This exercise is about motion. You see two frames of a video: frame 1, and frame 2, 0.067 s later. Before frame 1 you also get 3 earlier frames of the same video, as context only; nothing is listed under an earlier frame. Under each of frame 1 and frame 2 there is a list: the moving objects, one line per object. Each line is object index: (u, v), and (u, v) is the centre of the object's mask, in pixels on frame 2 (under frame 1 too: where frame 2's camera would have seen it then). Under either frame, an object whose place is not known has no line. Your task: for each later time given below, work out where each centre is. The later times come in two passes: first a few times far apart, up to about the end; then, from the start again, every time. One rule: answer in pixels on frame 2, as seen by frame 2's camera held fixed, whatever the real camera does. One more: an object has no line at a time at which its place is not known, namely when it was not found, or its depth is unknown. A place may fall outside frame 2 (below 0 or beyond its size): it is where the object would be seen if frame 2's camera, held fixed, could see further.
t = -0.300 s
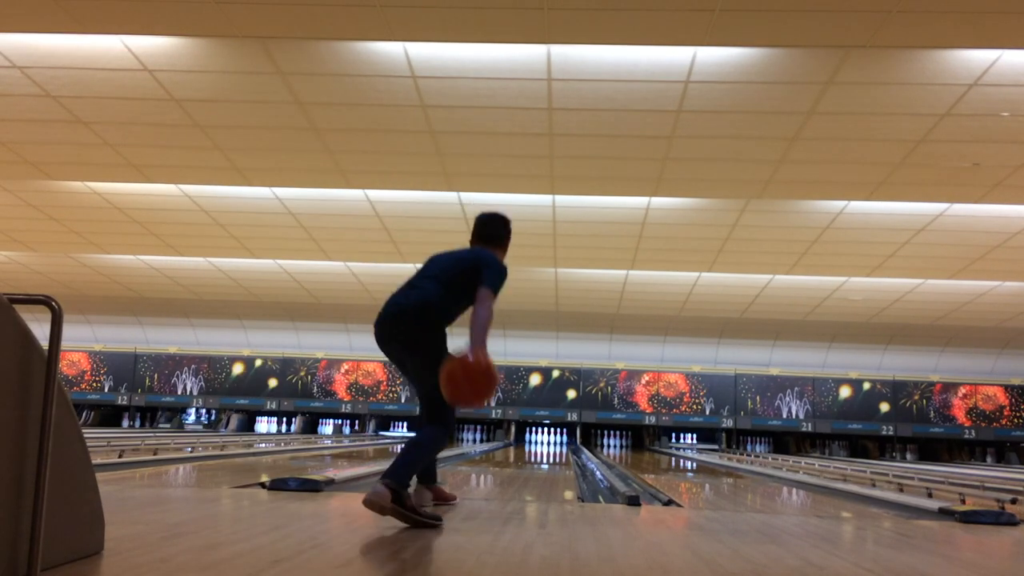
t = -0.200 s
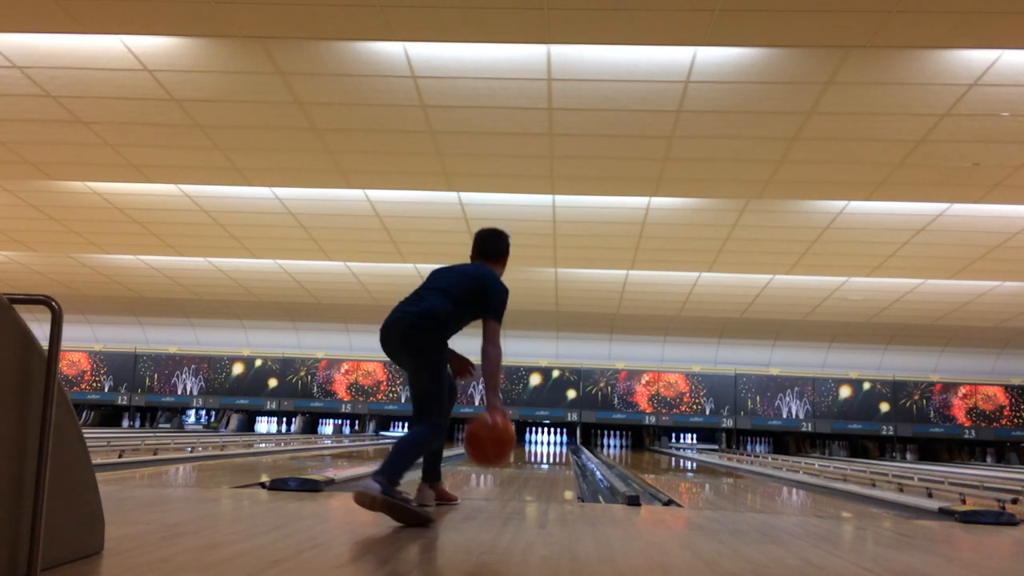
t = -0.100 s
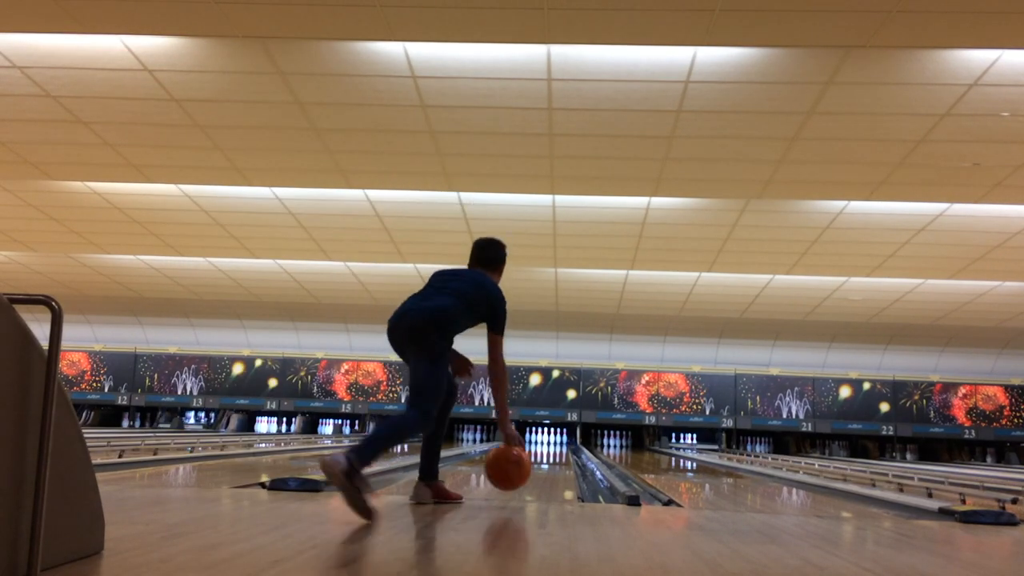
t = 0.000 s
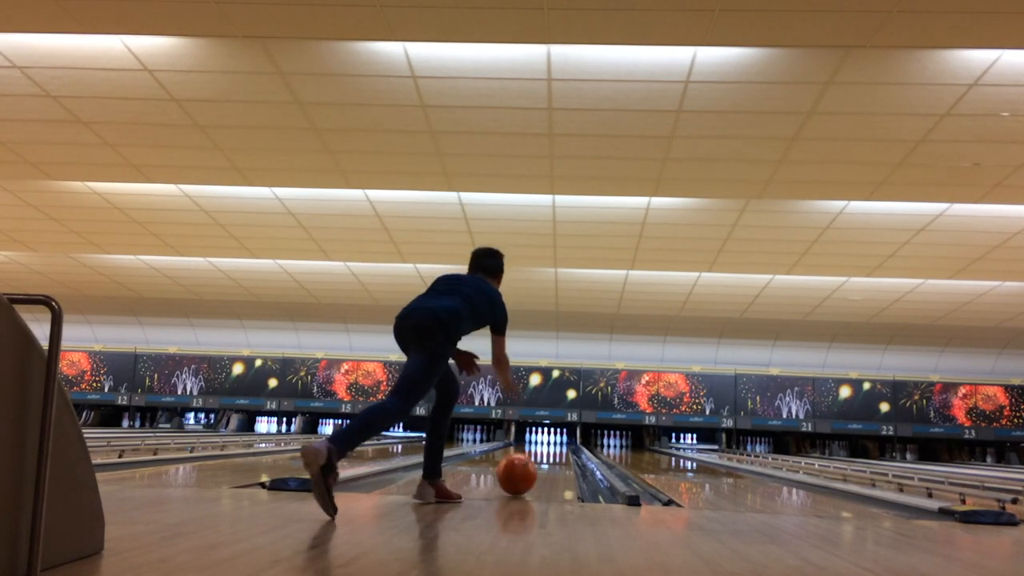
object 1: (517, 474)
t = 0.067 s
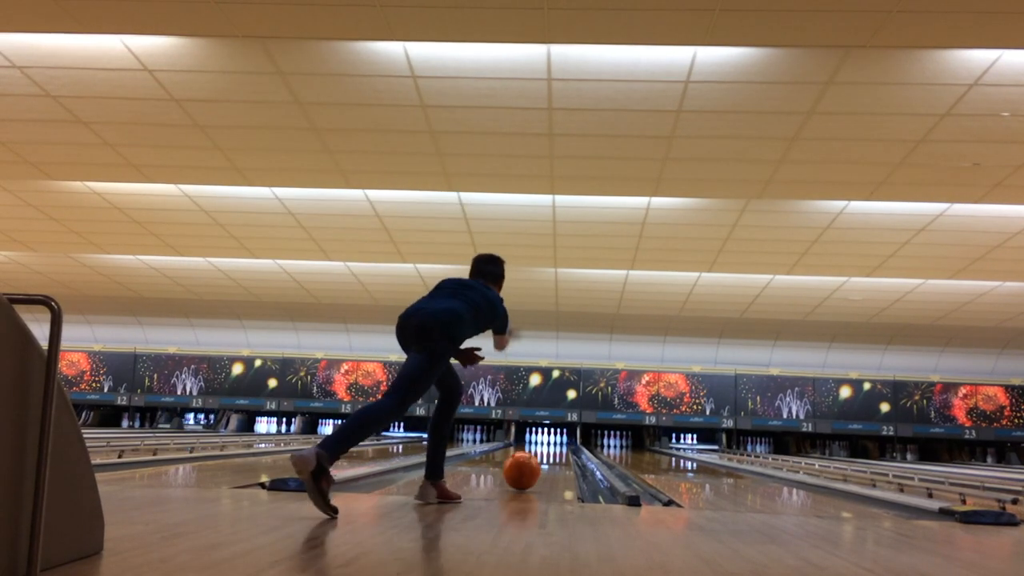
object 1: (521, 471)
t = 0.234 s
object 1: (531, 463)
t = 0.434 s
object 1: (542, 454)
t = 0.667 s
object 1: (548, 449)
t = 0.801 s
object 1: (550, 447)
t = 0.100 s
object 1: (523, 470)
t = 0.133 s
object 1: (525, 468)
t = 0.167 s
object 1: (527, 467)
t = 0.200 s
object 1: (528, 466)
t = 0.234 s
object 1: (531, 463)
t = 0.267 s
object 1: (533, 461)
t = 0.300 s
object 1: (535, 459)
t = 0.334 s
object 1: (537, 457)
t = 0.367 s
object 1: (539, 456)
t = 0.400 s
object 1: (541, 455)
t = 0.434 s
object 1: (542, 454)
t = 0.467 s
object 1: (543, 453)
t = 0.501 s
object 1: (544, 452)
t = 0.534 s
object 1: (545, 452)
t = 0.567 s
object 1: (545, 451)
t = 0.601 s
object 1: (546, 450)
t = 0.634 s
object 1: (547, 449)
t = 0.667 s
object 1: (548, 449)
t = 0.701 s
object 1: (548, 449)
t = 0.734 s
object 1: (549, 448)
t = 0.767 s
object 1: (549, 448)
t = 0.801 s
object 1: (550, 447)
